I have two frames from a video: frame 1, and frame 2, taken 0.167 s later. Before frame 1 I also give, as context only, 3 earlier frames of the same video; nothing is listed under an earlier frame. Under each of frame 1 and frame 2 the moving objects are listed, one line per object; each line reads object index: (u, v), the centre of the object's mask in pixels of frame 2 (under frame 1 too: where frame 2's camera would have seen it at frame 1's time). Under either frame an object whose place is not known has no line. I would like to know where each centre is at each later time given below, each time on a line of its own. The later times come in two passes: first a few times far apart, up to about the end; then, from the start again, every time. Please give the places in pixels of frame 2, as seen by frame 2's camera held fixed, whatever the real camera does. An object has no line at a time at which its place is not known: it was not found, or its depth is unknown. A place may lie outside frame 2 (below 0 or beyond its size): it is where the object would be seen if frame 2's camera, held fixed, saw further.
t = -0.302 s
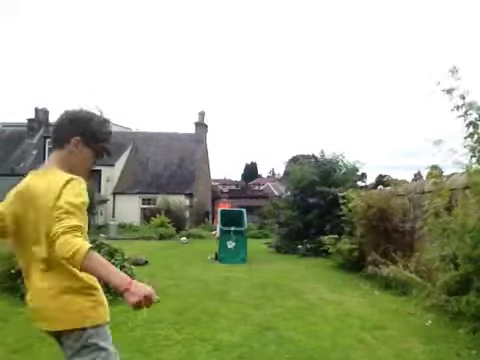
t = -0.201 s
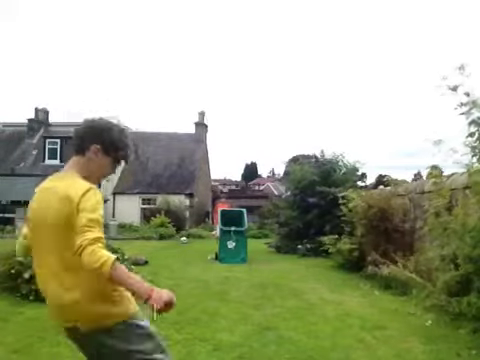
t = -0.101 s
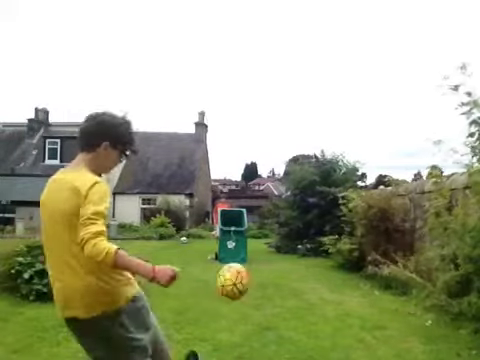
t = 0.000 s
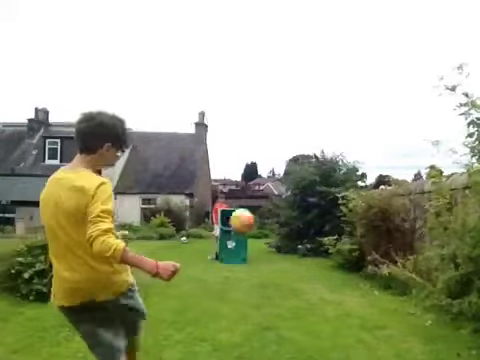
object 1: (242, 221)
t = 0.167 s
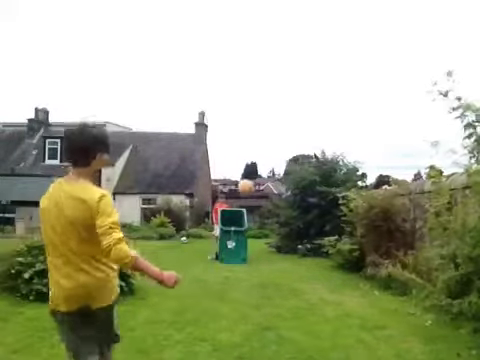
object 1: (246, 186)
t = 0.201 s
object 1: (246, 186)
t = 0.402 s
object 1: (244, 186)
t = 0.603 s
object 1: (241, 200)
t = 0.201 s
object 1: (246, 186)
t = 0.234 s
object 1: (246, 184)
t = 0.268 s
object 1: (246, 184)
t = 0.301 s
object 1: (246, 184)
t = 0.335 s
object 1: (246, 184)
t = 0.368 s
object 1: (245, 185)
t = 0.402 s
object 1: (244, 186)
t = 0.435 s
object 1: (244, 187)
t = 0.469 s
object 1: (243, 189)
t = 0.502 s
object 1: (243, 192)
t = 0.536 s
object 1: (242, 194)
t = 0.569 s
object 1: (242, 197)
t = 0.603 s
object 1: (241, 200)
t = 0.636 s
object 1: (241, 204)
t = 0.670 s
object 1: (240, 206)
